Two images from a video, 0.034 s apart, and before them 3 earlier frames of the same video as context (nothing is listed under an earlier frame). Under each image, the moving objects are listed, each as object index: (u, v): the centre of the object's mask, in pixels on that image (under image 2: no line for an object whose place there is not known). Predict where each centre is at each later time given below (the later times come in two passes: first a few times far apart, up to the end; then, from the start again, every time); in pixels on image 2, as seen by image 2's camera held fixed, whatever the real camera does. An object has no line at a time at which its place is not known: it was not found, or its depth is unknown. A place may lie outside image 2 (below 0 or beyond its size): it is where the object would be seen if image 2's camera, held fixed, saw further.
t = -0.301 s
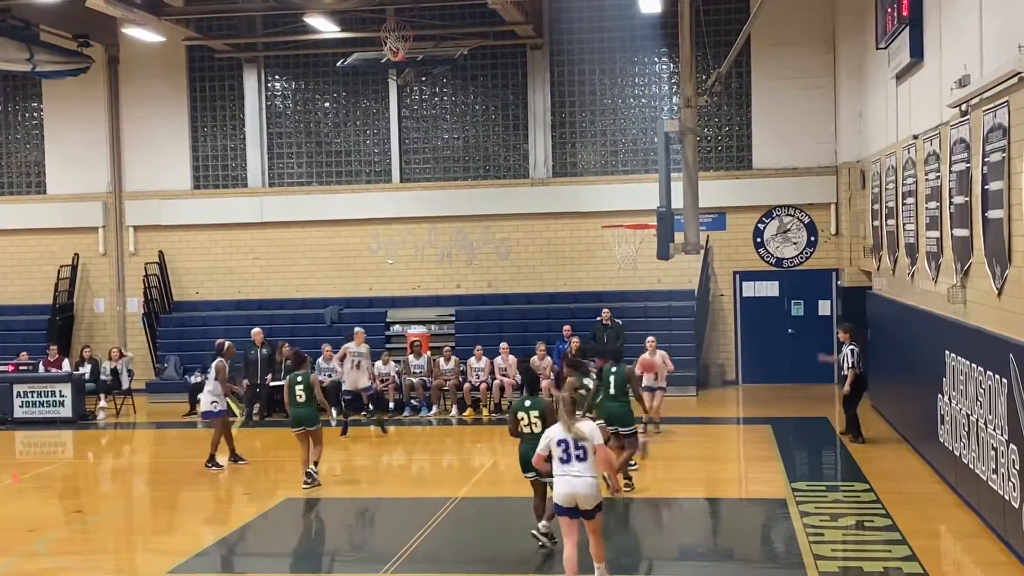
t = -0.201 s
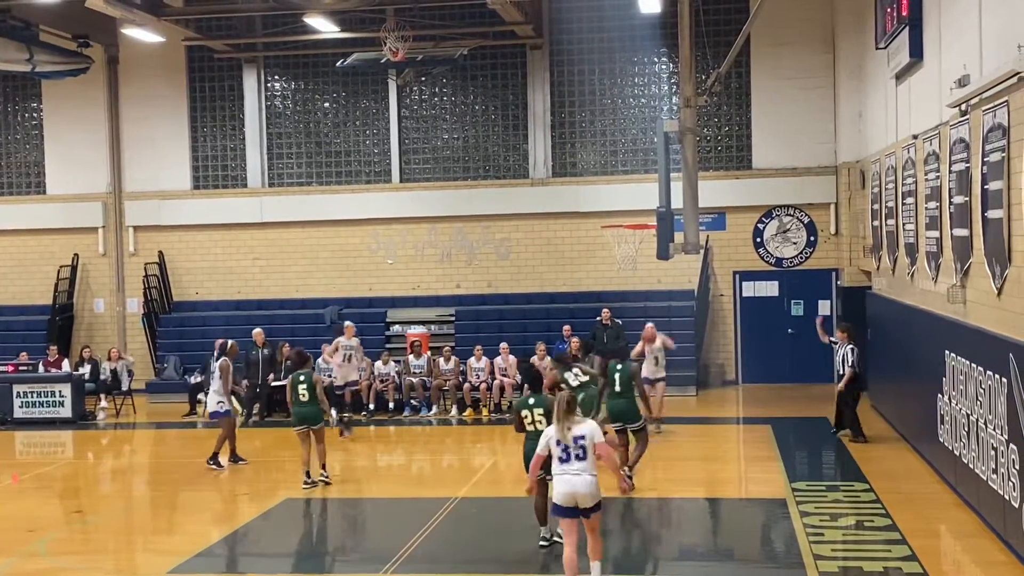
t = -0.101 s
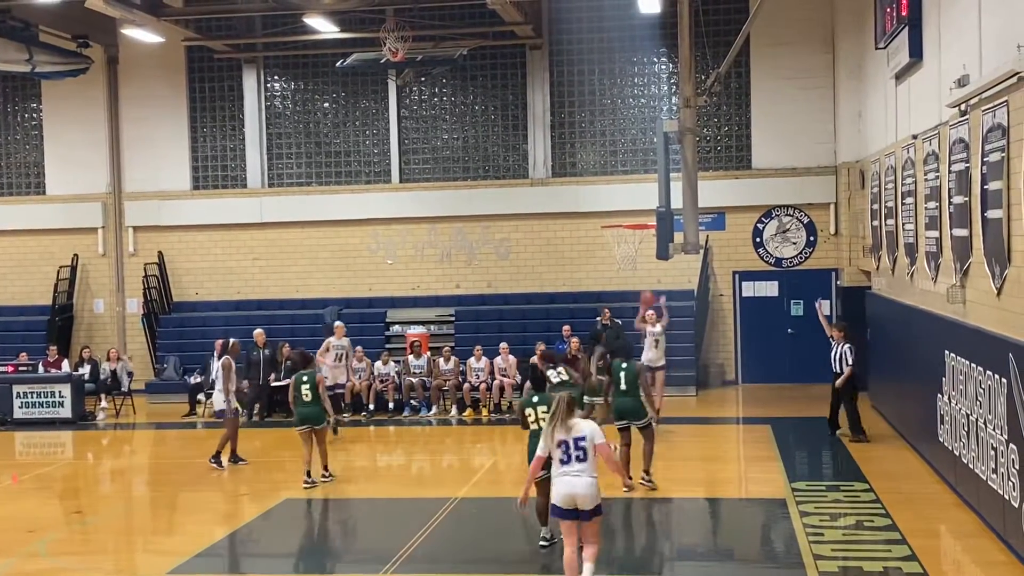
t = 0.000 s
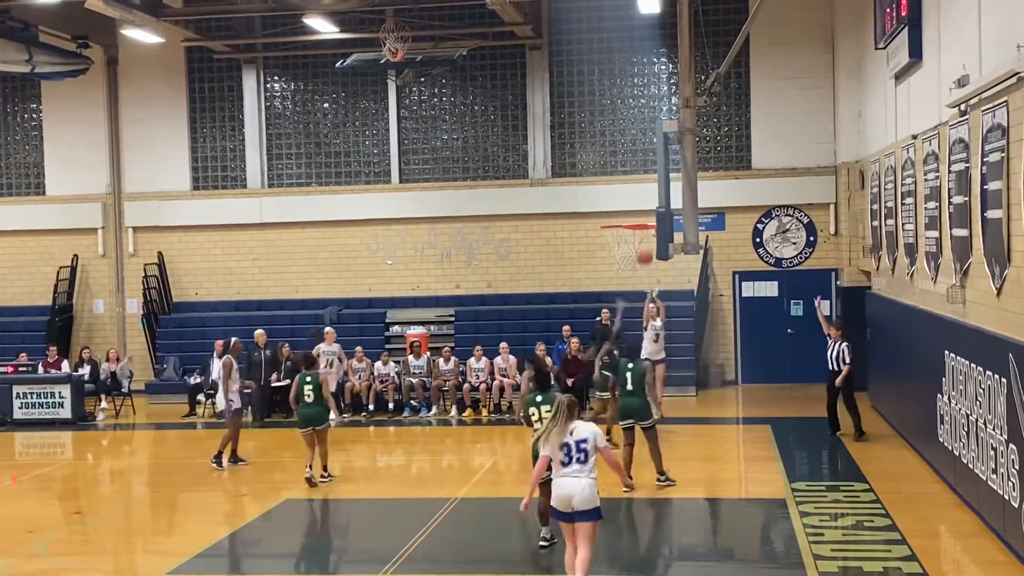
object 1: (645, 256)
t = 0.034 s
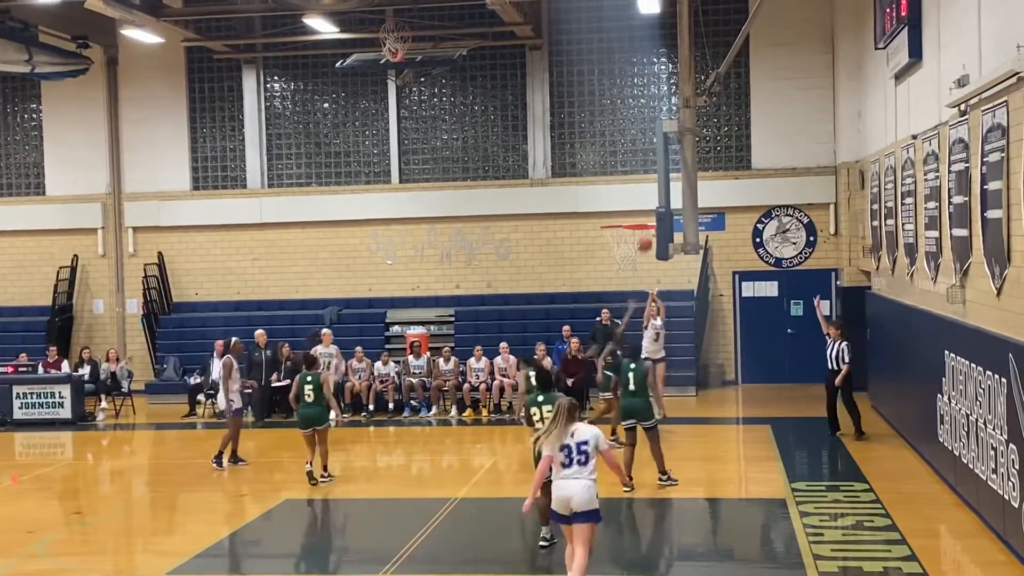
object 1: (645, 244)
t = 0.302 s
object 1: (636, 160)
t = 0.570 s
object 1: (627, 119)
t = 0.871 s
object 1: (618, 143)
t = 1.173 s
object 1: (633, 242)
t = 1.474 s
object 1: (634, 252)
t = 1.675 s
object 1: (614, 271)
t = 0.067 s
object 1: (644, 234)
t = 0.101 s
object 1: (642, 218)
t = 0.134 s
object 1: (641, 207)
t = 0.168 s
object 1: (640, 196)
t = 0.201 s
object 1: (639, 186)
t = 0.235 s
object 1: (638, 176)
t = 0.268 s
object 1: (637, 167)
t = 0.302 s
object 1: (636, 160)
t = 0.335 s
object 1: (636, 152)
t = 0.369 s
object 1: (633, 144)
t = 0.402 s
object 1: (633, 138)
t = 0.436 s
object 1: (632, 133)
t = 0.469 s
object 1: (632, 128)
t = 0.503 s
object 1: (631, 125)
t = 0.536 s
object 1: (628, 122)
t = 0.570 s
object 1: (627, 119)
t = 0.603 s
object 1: (626, 119)
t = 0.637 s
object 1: (626, 119)
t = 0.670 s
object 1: (626, 119)
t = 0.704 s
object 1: (625, 121)
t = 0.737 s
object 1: (624, 123)
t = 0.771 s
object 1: (622, 126)
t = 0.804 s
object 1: (621, 131)
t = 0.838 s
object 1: (620, 137)
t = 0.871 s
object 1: (618, 143)
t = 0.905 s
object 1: (618, 152)
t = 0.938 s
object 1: (617, 162)
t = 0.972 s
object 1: (615, 172)
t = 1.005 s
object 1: (615, 185)
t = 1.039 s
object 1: (614, 199)
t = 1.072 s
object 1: (614, 213)
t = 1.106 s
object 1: (614, 227)
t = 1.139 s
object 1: (624, 238)
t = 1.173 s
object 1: (633, 242)
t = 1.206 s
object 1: (639, 241)
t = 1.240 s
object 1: (643, 242)
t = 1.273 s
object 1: (644, 242)
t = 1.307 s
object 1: (644, 242)
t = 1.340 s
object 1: (644, 242)
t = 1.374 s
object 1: (643, 243)
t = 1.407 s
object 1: (640, 247)
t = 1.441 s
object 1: (638, 249)
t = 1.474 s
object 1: (634, 252)
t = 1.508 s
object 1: (631, 255)
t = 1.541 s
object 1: (627, 259)
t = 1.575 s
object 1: (623, 260)
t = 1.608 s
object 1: (620, 263)
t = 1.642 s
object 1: (617, 267)
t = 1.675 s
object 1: (614, 271)
